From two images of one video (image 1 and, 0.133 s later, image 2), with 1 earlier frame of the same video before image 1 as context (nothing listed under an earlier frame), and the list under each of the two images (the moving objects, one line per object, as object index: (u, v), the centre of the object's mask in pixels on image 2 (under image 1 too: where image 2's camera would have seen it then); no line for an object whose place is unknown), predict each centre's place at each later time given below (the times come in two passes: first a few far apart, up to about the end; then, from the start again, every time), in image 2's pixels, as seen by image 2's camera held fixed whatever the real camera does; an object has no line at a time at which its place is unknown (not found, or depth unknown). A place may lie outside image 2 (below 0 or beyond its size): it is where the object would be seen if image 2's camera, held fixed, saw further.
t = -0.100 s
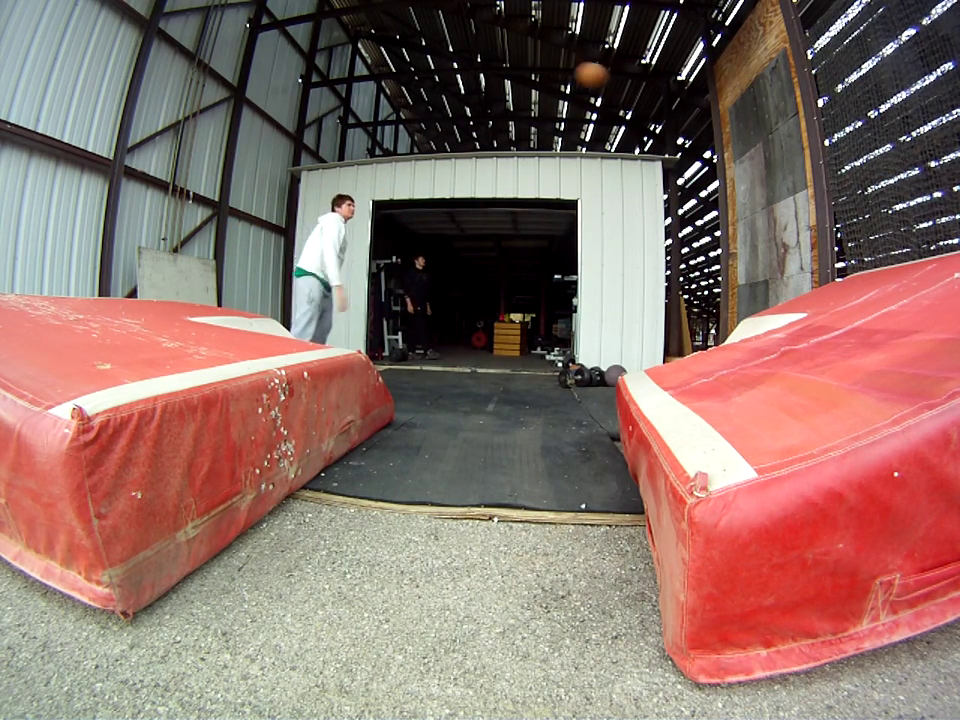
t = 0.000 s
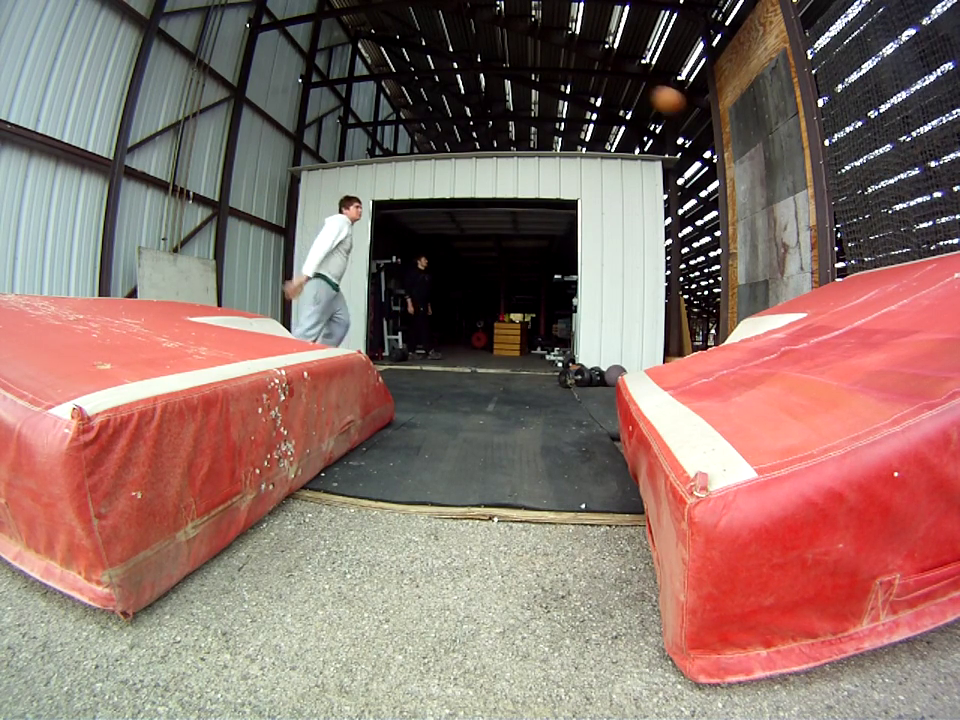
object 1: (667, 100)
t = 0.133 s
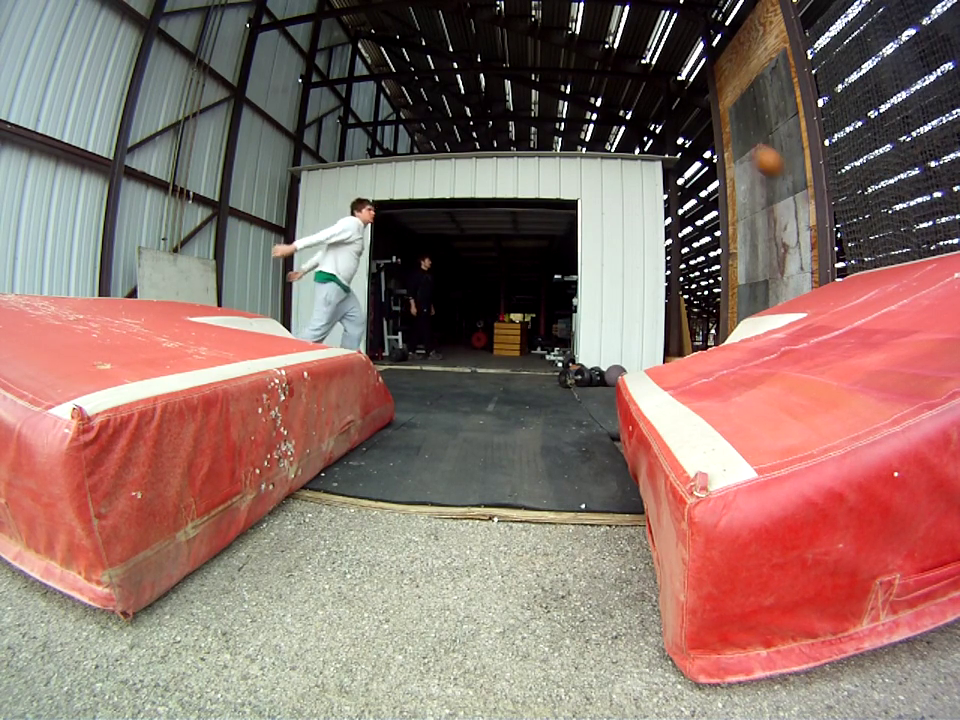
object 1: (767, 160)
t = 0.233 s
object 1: (820, 210)
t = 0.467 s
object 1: (862, 267)
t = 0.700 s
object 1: (837, 234)
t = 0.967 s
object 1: (763, 374)
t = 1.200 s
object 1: (424, 457)
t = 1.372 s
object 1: (42, 684)
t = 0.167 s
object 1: (791, 180)
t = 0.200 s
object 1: (813, 202)
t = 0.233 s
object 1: (820, 210)
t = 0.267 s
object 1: (828, 218)
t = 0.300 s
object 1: (838, 232)
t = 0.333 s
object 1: (848, 248)
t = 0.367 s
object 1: (857, 264)
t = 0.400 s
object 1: (862, 275)
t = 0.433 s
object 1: (863, 273)
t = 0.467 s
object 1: (862, 267)
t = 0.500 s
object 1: (860, 259)
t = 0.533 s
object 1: (856, 250)
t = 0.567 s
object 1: (853, 243)
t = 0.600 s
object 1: (849, 237)
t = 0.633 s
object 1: (845, 234)
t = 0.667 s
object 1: (840, 233)
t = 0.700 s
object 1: (837, 234)
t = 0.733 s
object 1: (832, 239)
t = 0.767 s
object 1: (826, 246)
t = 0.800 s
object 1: (820, 258)
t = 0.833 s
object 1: (812, 275)
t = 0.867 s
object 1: (804, 300)
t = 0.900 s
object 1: (793, 333)
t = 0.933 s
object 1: (780, 362)
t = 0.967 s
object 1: (763, 374)
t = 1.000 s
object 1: (741, 370)
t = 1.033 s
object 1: (712, 363)
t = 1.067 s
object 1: (678, 365)
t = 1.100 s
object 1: (629, 374)
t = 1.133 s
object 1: (570, 392)
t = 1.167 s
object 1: (504, 420)
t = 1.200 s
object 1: (424, 457)
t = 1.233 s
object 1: (321, 511)
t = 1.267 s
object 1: (220, 576)
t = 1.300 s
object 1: (145, 634)
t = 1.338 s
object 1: (81, 671)
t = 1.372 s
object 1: (42, 684)
